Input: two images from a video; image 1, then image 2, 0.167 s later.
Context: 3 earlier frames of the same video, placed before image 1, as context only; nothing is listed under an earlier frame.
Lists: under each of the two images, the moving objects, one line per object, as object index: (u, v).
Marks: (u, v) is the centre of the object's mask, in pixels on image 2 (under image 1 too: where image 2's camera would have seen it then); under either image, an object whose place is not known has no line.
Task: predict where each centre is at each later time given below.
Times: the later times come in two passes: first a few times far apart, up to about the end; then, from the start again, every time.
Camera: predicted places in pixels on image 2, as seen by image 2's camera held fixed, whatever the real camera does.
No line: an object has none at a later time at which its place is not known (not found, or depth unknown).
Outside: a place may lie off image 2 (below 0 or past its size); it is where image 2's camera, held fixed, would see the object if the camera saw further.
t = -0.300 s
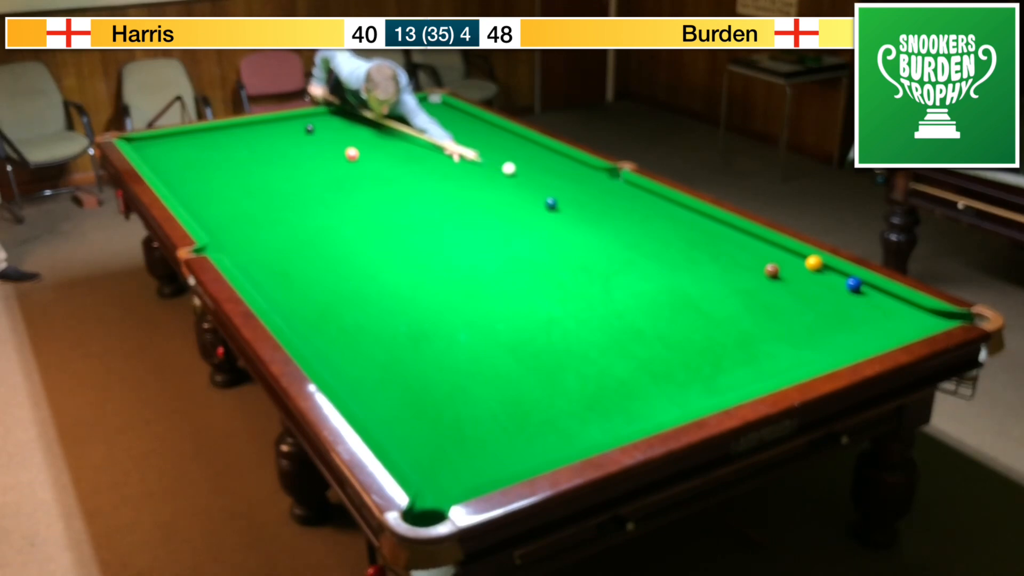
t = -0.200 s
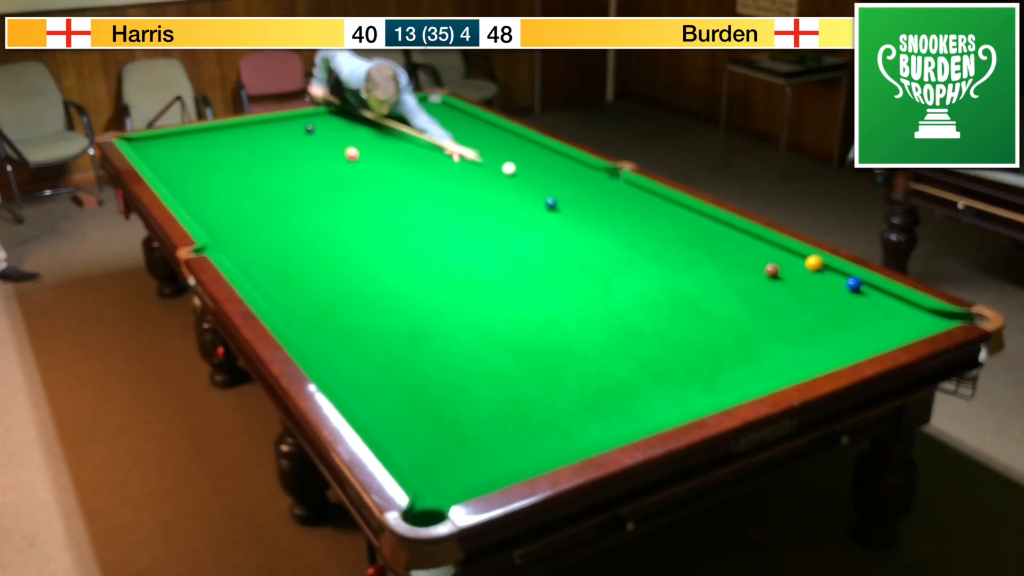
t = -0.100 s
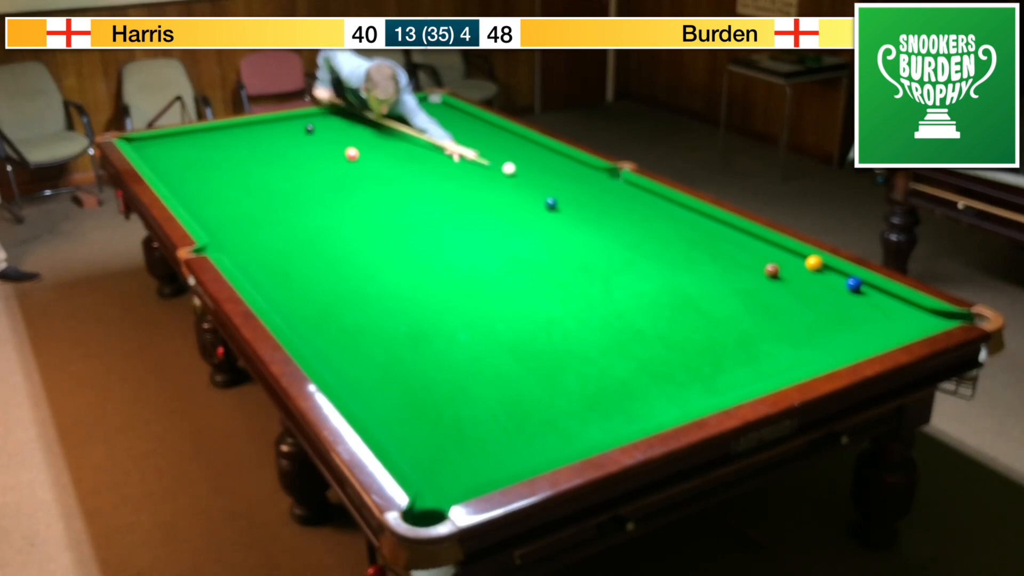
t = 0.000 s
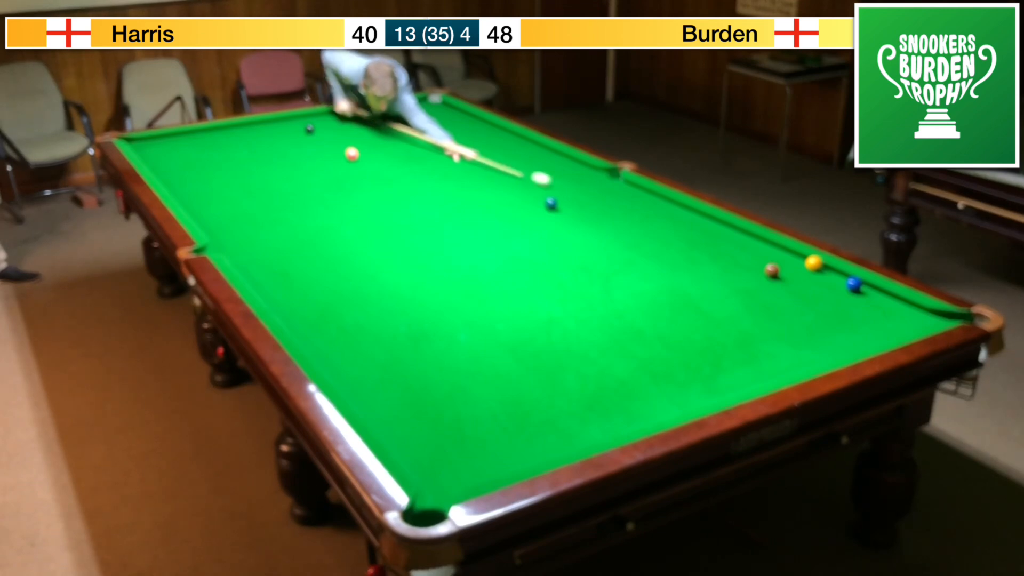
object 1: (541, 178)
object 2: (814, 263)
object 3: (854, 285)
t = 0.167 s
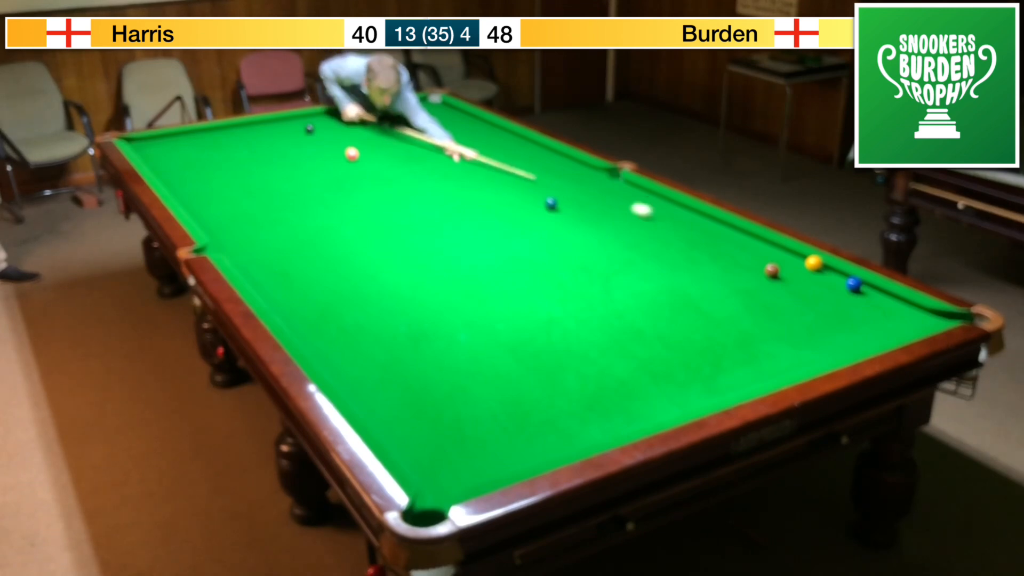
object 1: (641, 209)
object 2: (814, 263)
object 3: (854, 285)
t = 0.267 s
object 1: (705, 229)
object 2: (814, 263)
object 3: (854, 285)
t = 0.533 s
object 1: (802, 261)
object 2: (835, 281)
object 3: (878, 295)
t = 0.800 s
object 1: (808, 267)
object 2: (811, 292)
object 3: (930, 315)
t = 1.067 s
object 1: (813, 272)
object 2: (789, 301)
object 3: (899, 328)
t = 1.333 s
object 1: (817, 276)
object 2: (768, 311)
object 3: (868, 339)
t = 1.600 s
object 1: (819, 279)
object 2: (748, 320)
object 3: (836, 351)
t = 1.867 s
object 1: (820, 281)
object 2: (728, 328)
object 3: (804, 361)
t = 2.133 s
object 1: (821, 282)
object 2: (710, 335)
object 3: (772, 371)
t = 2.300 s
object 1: (821, 282)
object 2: (700, 340)
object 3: (753, 377)
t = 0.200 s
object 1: (662, 216)
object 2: (814, 263)
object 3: (854, 285)
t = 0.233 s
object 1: (684, 222)
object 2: (814, 263)
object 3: (854, 285)
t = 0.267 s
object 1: (705, 229)
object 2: (814, 263)
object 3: (854, 285)
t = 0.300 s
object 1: (728, 236)
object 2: (814, 263)
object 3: (854, 285)
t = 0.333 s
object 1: (749, 243)
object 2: (814, 263)
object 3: (854, 285)
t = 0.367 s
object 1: (772, 250)
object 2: (814, 263)
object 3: (854, 285)
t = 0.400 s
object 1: (793, 256)
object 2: (814, 263)
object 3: (854, 285)
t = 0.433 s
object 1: (800, 259)
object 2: (826, 268)
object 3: (854, 285)
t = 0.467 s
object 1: (800, 260)
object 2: (837, 276)
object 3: (854, 285)
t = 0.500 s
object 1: (801, 261)
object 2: (838, 279)
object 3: (863, 289)
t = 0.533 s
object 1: (802, 261)
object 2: (835, 281)
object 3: (878, 295)
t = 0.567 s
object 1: (803, 262)
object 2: (831, 283)
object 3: (892, 301)
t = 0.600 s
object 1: (804, 263)
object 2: (829, 284)
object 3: (906, 307)
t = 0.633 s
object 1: (804, 264)
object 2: (826, 285)
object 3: (919, 313)
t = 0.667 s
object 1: (805, 264)
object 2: (823, 286)
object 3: (931, 316)
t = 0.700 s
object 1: (805, 265)
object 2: (820, 288)
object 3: (938, 316)
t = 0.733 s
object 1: (806, 266)
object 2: (817, 289)
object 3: (937, 314)
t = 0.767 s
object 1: (807, 267)
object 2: (814, 290)
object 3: (934, 314)
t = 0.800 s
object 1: (808, 267)
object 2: (811, 292)
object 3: (930, 315)
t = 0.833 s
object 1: (808, 268)
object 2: (809, 292)
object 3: (927, 316)
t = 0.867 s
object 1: (809, 269)
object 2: (806, 294)
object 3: (922, 318)
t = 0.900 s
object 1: (810, 269)
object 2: (803, 295)
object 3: (918, 321)
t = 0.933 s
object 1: (810, 270)
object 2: (800, 296)
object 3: (914, 322)
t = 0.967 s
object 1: (811, 271)
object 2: (798, 298)
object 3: (911, 323)
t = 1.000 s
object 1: (812, 271)
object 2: (795, 299)
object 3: (907, 325)
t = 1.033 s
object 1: (812, 272)
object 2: (792, 300)
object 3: (903, 326)
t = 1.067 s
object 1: (813, 272)
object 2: (789, 301)
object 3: (899, 328)
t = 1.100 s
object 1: (813, 273)
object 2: (786, 302)
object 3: (895, 329)
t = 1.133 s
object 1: (814, 273)
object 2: (784, 304)
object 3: (891, 331)
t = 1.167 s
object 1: (814, 274)
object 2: (781, 305)
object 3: (887, 332)
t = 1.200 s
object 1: (815, 275)
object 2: (778, 306)
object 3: (883, 334)
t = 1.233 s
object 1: (815, 275)
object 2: (776, 307)
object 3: (880, 335)
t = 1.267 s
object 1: (816, 275)
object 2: (773, 308)
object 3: (876, 337)
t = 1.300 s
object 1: (816, 276)
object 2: (770, 310)
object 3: (872, 338)
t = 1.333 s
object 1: (817, 276)
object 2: (768, 311)
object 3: (868, 339)
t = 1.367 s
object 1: (817, 277)
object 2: (765, 312)
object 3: (864, 341)
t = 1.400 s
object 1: (817, 277)
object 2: (763, 313)
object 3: (860, 343)
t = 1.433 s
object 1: (818, 277)
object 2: (760, 314)
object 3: (856, 344)
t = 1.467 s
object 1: (818, 278)
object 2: (757, 315)
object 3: (852, 345)
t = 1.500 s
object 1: (818, 278)
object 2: (755, 316)
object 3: (848, 347)
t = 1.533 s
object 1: (819, 279)
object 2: (752, 318)
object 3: (844, 348)
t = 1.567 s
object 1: (819, 279)
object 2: (750, 319)
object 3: (840, 349)
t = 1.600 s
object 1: (819, 279)
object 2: (748, 320)
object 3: (836, 351)
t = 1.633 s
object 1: (819, 279)
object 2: (745, 321)
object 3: (832, 352)
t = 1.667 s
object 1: (820, 280)
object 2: (743, 322)
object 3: (828, 353)
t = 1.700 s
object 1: (820, 280)
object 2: (740, 323)
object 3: (824, 354)
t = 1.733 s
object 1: (820, 280)
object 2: (738, 324)
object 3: (820, 356)
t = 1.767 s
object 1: (820, 281)
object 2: (735, 325)
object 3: (815, 357)
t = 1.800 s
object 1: (820, 281)
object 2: (733, 326)
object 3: (812, 358)
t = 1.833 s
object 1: (821, 281)
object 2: (730, 327)
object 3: (808, 359)
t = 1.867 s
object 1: (820, 281)
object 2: (728, 328)
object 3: (804, 361)
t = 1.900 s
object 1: (821, 281)
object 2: (726, 329)
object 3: (799, 362)
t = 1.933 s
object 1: (821, 281)
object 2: (724, 330)
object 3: (795, 363)
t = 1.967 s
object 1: (821, 282)
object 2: (721, 331)
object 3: (792, 365)
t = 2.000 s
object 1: (821, 282)
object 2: (719, 332)
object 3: (788, 366)
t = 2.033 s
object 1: (821, 282)
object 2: (717, 333)
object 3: (784, 367)
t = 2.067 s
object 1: (821, 282)
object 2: (715, 333)
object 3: (780, 368)
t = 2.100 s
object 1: (821, 282)
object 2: (712, 334)
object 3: (776, 369)
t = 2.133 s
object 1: (821, 282)
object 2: (710, 335)
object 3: (772, 371)
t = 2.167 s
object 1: (821, 282)
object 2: (708, 336)
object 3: (768, 372)
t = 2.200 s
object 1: (821, 282)
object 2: (706, 337)
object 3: (765, 373)
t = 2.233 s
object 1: (821, 282)
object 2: (704, 338)
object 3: (761, 374)
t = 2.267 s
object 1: (821, 282)
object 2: (702, 339)
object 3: (757, 376)
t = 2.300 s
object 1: (821, 282)
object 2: (700, 340)
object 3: (753, 377)
